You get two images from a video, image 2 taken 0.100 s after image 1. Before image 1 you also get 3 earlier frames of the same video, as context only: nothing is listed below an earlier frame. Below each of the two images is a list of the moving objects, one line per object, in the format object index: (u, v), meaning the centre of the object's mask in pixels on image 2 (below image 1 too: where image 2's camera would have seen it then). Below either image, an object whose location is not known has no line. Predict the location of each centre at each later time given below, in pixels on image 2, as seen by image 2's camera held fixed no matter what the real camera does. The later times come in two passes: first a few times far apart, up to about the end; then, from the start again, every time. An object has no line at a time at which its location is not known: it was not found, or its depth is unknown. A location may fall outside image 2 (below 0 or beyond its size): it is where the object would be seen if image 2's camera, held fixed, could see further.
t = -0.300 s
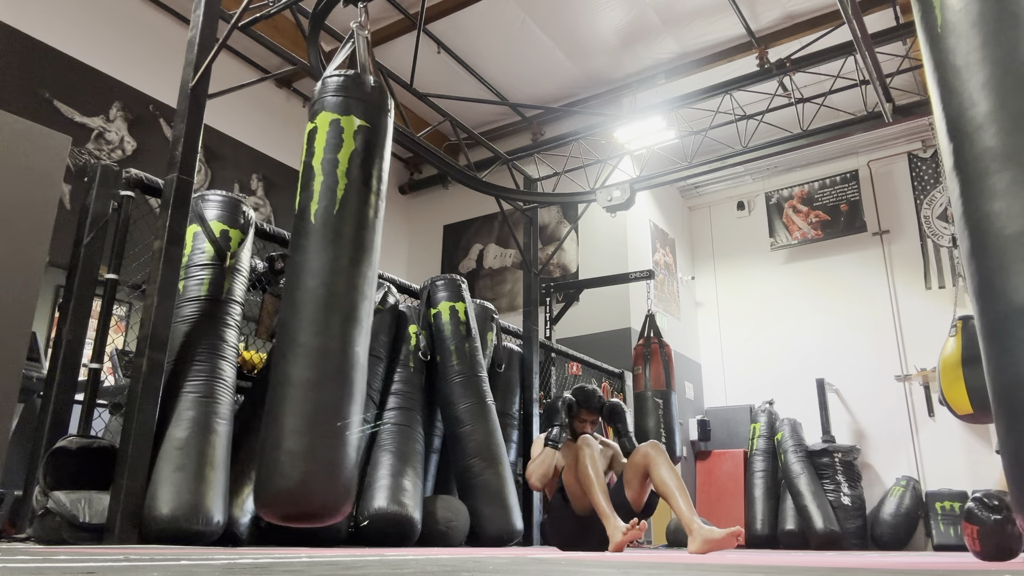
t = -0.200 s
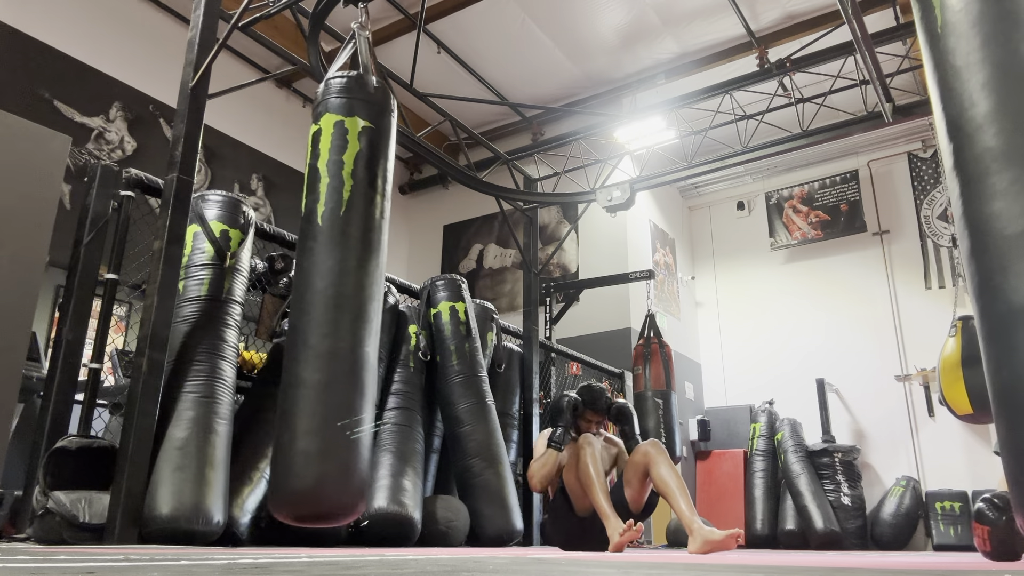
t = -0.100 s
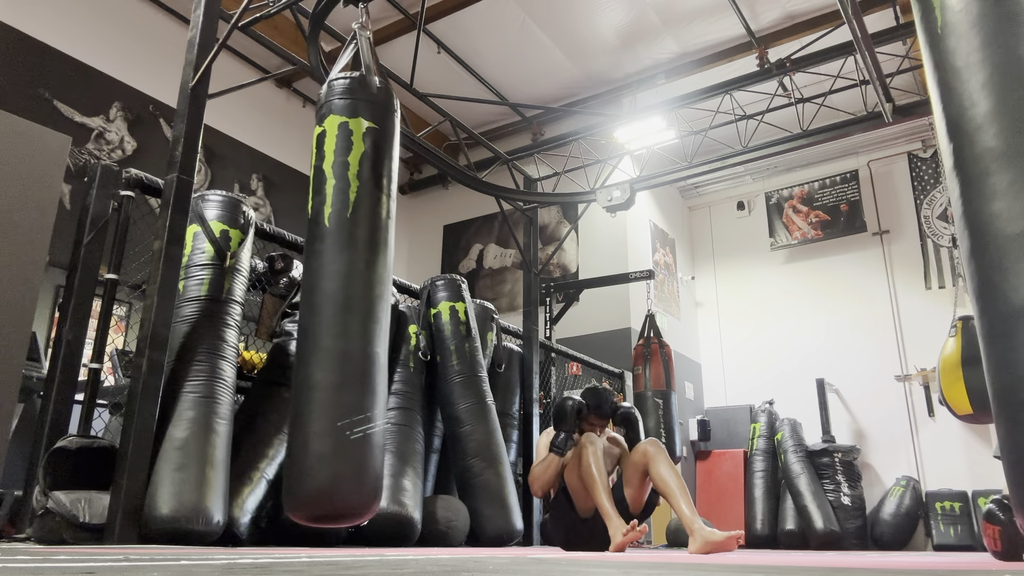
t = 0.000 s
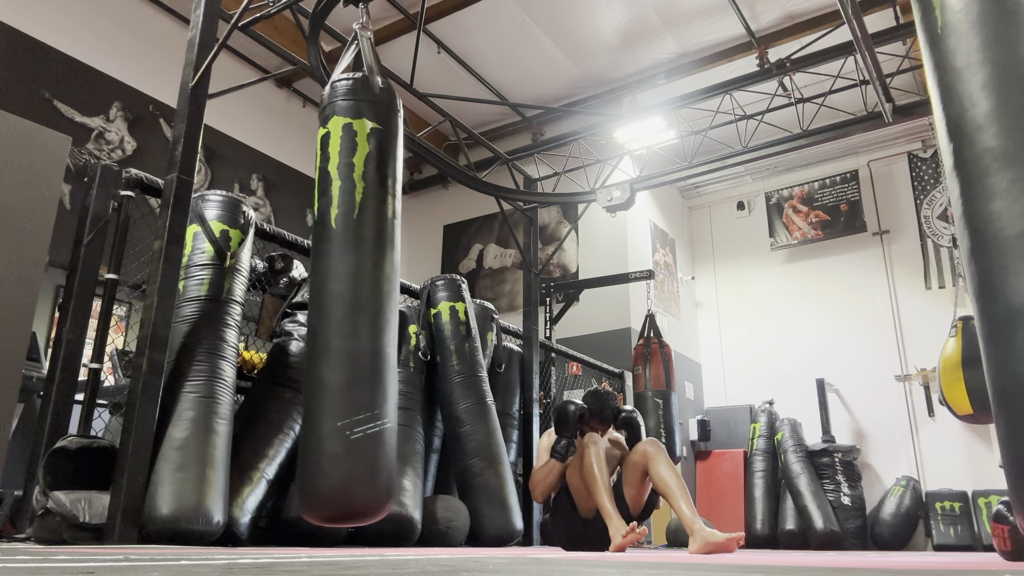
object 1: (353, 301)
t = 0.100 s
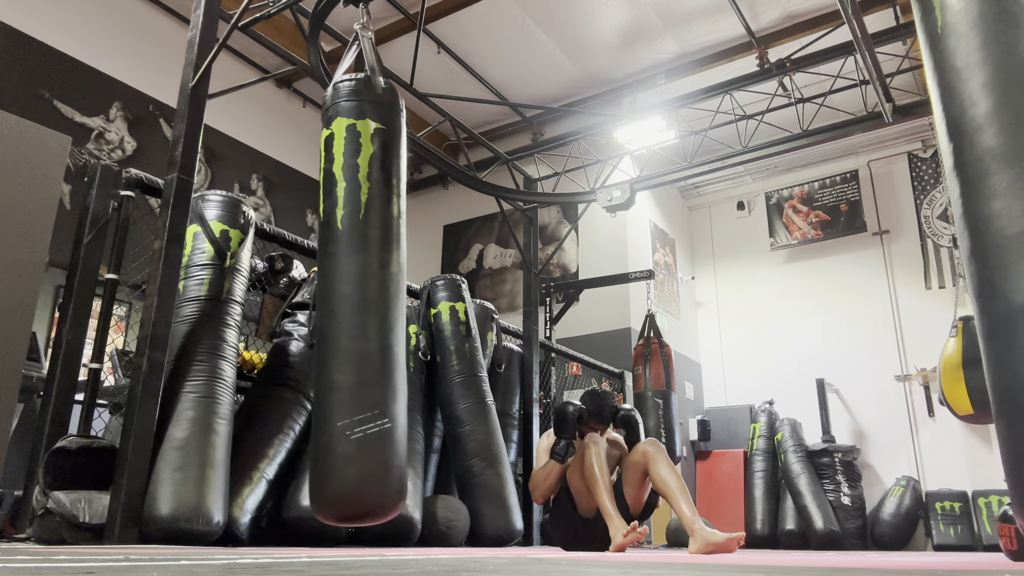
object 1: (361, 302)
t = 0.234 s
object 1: (367, 297)
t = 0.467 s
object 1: (374, 302)
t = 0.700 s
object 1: (369, 297)
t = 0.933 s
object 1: (355, 295)
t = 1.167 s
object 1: (337, 303)
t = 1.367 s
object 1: (319, 303)
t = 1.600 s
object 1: (306, 301)
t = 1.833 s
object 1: (302, 301)
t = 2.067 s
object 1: (310, 302)
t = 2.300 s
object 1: (327, 303)
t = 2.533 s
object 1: (347, 302)
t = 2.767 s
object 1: (364, 302)
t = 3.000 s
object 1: (373, 302)
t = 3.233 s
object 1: (372, 302)
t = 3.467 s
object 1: (360, 296)
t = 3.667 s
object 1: (346, 304)
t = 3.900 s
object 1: (326, 306)
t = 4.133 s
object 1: (310, 301)
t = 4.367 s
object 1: (303, 301)
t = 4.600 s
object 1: (307, 301)
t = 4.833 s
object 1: (321, 303)
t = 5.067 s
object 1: (341, 303)
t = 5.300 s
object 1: (358, 297)
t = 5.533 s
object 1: (369, 296)
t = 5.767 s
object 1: (371, 296)
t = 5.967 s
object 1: (365, 295)
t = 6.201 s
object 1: (352, 304)
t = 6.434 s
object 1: (333, 303)
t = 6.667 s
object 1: (316, 303)
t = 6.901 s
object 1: (305, 301)
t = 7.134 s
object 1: (305, 301)
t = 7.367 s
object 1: (316, 303)
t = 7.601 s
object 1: (334, 304)
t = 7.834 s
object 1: (353, 304)
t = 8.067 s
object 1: (366, 296)
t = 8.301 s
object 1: (372, 302)
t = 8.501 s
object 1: (367, 296)
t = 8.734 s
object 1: (355, 295)
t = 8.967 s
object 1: (339, 301)
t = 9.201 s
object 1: (321, 301)
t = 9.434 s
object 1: (309, 301)
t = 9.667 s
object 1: (306, 301)
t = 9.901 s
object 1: (313, 302)
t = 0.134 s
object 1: (362, 301)
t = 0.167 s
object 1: (365, 303)
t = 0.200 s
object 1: (367, 302)
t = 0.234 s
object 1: (367, 297)
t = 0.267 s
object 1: (370, 303)
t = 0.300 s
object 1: (371, 302)
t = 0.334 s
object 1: (372, 302)
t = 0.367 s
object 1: (372, 296)
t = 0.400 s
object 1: (374, 302)
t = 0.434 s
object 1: (374, 302)
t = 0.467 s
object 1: (374, 302)
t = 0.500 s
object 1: (375, 302)
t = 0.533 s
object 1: (375, 302)
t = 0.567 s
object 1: (374, 302)
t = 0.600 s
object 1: (374, 302)
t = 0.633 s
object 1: (373, 302)
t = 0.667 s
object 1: (372, 302)
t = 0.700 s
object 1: (369, 297)
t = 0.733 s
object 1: (369, 303)
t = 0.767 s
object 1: (366, 297)
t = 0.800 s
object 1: (364, 297)
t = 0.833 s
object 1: (362, 297)
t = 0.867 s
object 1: (360, 296)
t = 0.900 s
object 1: (358, 296)
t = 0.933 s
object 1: (355, 295)
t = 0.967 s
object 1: (353, 295)
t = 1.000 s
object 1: (350, 297)
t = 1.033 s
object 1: (348, 304)
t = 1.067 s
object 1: (345, 304)
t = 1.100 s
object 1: (342, 297)
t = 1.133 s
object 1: (340, 302)
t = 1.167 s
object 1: (337, 303)
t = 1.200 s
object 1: (334, 298)
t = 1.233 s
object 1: (331, 303)
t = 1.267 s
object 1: (328, 303)
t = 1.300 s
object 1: (325, 302)
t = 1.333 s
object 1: (322, 302)
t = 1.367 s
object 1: (319, 303)
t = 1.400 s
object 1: (317, 302)
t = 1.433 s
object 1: (315, 302)
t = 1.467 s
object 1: (313, 301)
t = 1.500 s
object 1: (311, 300)
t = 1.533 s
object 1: (309, 301)
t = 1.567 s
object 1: (307, 301)
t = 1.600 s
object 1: (306, 301)
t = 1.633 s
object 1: (304, 301)
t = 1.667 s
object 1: (303, 301)
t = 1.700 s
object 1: (303, 301)
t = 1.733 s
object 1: (302, 301)
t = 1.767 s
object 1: (302, 301)
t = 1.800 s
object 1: (302, 301)
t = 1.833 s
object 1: (302, 301)
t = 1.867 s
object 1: (302, 301)
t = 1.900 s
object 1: (303, 301)
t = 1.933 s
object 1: (304, 301)
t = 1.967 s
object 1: (305, 301)
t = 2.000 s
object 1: (307, 301)
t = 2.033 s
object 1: (308, 301)
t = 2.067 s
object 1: (310, 302)
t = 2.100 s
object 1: (312, 302)
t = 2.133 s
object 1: (314, 303)
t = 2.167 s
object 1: (316, 303)
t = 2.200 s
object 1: (319, 303)
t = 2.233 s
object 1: (321, 303)
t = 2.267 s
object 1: (324, 304)
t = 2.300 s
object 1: (327, 303)
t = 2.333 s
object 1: (330, 305)
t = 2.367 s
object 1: (333, 303)
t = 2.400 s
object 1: (336, 303)
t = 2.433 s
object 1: (339, 303)
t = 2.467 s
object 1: (342, 304)
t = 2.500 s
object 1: (345, 303)
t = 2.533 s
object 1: (347, 302)
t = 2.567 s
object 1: (350, 301)
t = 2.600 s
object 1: (352, 301)
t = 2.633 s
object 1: (355, 302)
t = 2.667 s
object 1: (358, 302)
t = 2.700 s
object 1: (360, 302)
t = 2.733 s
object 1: (362, 303)
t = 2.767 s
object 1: (364, 302)
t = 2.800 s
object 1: (366, 303)
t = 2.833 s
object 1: (368, 303)
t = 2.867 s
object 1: (370, 303)
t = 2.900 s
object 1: (371, 303)
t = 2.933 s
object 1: (372, 303)
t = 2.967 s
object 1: (373, 302)
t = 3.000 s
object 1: (373, 302)
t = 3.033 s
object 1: (374, 302)
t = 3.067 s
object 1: (374, 302)
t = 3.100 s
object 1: (374, 302)
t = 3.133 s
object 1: (374, 302)
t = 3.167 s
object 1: (374, 302)
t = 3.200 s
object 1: (373, 302)
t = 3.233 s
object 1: (372, 302)
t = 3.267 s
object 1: (371, 303)
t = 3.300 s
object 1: (370, 303)
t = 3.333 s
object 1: (369, 303)
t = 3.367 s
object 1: (366, 297)
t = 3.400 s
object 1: (365, 303)
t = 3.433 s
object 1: (363, 302)
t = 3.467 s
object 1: (360, 296)
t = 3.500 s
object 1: (359, 302)
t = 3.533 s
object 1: (356, 296)
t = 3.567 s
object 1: (354, 301)
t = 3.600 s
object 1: (352, 302)
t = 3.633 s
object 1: (349, 300)
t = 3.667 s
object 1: (346, 304)
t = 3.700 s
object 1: (343, 303)
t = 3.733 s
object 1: (341, 304)
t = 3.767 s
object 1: (338, 304)
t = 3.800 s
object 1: (334, 298)
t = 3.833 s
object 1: (332, 304)
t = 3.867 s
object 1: (329, 303)
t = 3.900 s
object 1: (326, 306)
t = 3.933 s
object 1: (323, 303)
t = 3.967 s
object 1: (321, 302)
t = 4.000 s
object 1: (319, 301)
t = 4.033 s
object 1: (316, 303)
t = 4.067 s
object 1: (314, 303)
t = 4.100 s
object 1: (312, 302)
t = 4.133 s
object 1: (310, 301)
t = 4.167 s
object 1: (308, 301)
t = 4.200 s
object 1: (307, 301)
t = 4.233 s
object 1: (306, 301)
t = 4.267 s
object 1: (304, 301)
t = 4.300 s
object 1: (304, 301)
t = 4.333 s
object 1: (303, 301)
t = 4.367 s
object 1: (303, 301)
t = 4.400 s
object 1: (303, 301)
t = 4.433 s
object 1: (303, 301)
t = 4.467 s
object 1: (303, 301)
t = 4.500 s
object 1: (304, 301)
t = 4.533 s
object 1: (304, 301)
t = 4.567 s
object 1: (306, 301)
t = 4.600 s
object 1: (307, 301)
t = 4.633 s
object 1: (309, 301)
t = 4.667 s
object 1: (310, 301)
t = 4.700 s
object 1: (312, 301)
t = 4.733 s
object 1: (314, 302)
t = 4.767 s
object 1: (316, 302)
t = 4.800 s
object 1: (319, 302)
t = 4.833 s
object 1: (321, 303)
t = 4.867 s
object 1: (324, 304)
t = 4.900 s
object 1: (327, 304)
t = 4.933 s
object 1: (329, 304)
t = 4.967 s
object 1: (332, 303)
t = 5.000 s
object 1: (335, 303)
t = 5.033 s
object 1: (338, 304)
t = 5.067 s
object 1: (341, 303)
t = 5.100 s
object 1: (343, 303)
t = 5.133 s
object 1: (346, 303)
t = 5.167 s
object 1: (349, 304)
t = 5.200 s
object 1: (351, 303)
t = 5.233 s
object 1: (354, 303)
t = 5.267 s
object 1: (356, 304)
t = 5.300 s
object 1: (358, 297)
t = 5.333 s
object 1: (361, 303)
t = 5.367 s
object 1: (361, 296)
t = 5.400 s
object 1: (365, 302)
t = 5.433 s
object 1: (367, 304)
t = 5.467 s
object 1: (367, 297)
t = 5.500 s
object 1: (368, 296)
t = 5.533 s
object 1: (369, 296)
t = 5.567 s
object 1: (370, 296)
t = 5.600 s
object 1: (371, 296)
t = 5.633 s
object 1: (371, 296)
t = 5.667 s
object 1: (371, 296)
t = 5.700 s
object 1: (371, 295)
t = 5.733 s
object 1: (371, 296)
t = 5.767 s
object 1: (371, 296)
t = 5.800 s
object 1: (371, 295)
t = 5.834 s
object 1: (370, 296)
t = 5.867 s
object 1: (369, 296)
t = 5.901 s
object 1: (368, 296)
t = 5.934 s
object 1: (367, 295)
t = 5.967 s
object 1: (365, 295)
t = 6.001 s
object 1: (363, 295)
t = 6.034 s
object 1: (362, 295)
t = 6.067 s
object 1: (360, 295)
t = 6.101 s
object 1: (358, 295)
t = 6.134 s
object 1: (355, 295)
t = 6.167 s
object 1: (353, 295)
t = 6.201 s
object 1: (352, 304)
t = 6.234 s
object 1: (348, 298)
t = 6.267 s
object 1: (346, 303)
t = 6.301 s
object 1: (344, 304)
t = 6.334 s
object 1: (341, 298)
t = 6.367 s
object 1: (339, 303)
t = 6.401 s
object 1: (336, 303)
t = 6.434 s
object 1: (333, 303)
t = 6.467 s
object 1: (330, 304)
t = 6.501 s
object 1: (327, 304)
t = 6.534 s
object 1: (325, 304)
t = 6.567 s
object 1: (322, 304)
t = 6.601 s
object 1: (320, 298)
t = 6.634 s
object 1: (317, 302)
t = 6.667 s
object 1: (316, 303)
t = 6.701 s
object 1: (313, 303)
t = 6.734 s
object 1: (311, 302)
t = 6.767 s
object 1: (310, 302)
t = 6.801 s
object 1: (309, 301)
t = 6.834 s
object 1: (307, 301)
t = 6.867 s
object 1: (306, 301)
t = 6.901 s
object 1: (305, 301)
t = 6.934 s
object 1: (304, 301)
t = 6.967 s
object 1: (304, 301)
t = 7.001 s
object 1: (304, 301)
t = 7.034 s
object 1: (304, 301)
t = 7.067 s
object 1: (304, 301)
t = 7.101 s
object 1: (305, 301)
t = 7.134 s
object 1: (305, 301)
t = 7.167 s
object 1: (306, 301)
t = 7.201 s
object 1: (308, 301)
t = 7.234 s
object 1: (309, 301)
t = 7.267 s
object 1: (311, 297)
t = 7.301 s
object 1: (312, 302)
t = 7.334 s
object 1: (314, 302)
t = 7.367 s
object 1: (316, 303)
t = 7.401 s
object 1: (319, 302)
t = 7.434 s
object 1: (321, 303)
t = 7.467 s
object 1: (324, 303)
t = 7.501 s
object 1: (326, 304)
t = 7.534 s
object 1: (329, 305)
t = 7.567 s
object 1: (331, 299)
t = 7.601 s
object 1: (334, 304)
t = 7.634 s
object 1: (337, 304)
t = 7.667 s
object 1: (340, 298)
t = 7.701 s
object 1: (343, 303)
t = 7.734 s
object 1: (345, 303)
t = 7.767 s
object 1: (348, 304)
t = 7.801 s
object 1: (350, 298)
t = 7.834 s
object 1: (353, 304)
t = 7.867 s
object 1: (355, 304)
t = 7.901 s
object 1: (356, 297)
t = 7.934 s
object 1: (358, 296)
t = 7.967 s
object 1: (361, 296)
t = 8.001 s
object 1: (363, 302)
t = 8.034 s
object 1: (364, 297)
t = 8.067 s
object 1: (366, 296)
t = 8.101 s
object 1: (368, 302)
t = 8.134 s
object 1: (369, 303)
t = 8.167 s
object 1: (369, 295)
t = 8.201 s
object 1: (369, 295)
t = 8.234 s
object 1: (370, 295)
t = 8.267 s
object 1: (370, 295)
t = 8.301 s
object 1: (372, 302)
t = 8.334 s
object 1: (372, 302)
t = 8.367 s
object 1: (371, 303)
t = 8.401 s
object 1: (370, 295)
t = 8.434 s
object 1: (370, 303)
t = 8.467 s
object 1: (368, 295)
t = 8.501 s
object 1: (367, 296)
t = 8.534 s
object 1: (366, 296)
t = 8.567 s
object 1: (365, 296)
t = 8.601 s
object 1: (364, 303)
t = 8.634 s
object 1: (361, 296)
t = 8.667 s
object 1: (360, 302)
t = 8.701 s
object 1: (357, 295)
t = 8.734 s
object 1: (355, 295)
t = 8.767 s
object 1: (353, 295)
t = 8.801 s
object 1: (351, 297)
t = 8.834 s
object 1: (348, 295)
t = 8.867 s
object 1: (347, 300)
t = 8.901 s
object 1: (344, 304)
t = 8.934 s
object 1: (342, 303)
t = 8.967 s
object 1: (339, 301)
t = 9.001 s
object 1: (336, 301)
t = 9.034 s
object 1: (334, 302)
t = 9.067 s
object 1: (331, 301)
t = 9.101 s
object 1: (329, 301)
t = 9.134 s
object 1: (326, 302)
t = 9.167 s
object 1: (323, 301)
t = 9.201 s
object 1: (321, 301)
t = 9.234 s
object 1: (319, 302)
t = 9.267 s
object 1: (317, 298)
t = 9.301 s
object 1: (315, 298)
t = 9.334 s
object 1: (313, 303)
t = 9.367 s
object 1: (311, 301)
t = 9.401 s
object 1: (310, 301)
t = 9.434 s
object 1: (309, 301)
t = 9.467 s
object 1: (308, 301)
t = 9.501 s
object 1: (307, 301)
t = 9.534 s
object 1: (306, 301)
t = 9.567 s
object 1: (306, 302)
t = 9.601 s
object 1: (306, 301)
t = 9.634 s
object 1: (306, 301)
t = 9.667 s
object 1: (306, 301)
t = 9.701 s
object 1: (306, 301)
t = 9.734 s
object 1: (307, 301)
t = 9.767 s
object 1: (307, 301)
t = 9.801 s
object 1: (309, 300)
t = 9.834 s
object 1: (310, 301)
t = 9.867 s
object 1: (311, 302)
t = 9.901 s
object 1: (313, 302)
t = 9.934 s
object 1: (315, 298)
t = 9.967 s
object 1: (317, 302)
